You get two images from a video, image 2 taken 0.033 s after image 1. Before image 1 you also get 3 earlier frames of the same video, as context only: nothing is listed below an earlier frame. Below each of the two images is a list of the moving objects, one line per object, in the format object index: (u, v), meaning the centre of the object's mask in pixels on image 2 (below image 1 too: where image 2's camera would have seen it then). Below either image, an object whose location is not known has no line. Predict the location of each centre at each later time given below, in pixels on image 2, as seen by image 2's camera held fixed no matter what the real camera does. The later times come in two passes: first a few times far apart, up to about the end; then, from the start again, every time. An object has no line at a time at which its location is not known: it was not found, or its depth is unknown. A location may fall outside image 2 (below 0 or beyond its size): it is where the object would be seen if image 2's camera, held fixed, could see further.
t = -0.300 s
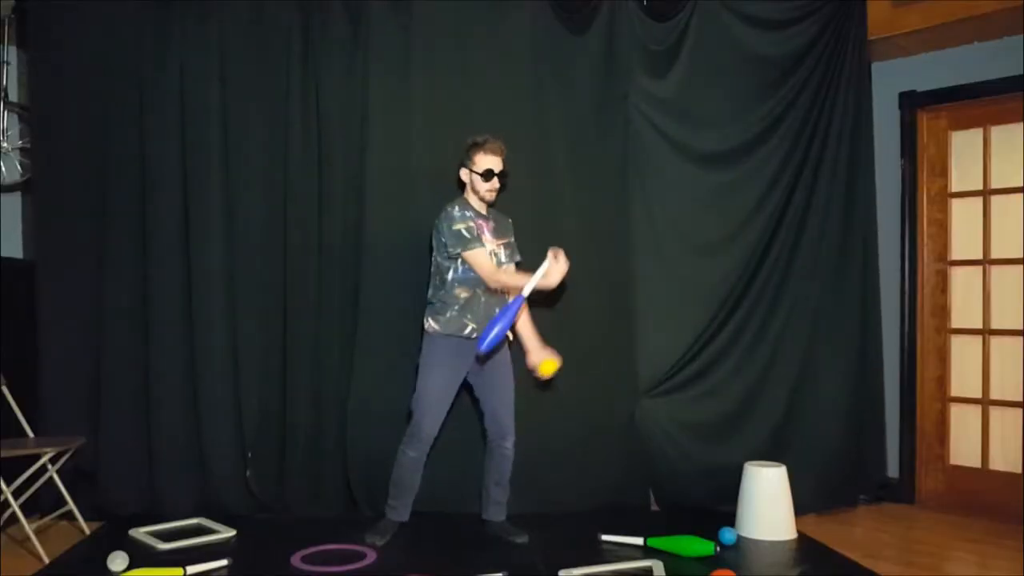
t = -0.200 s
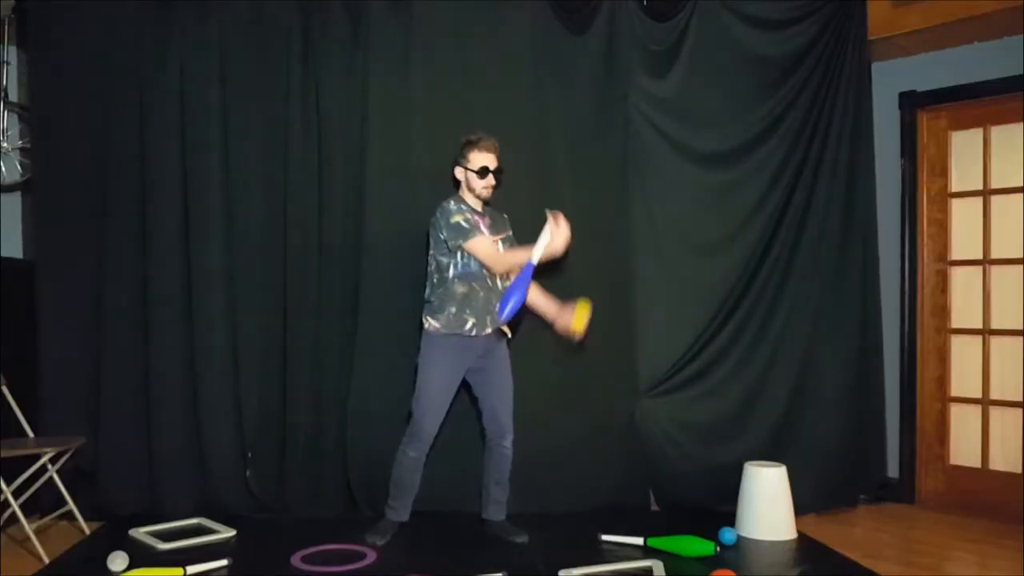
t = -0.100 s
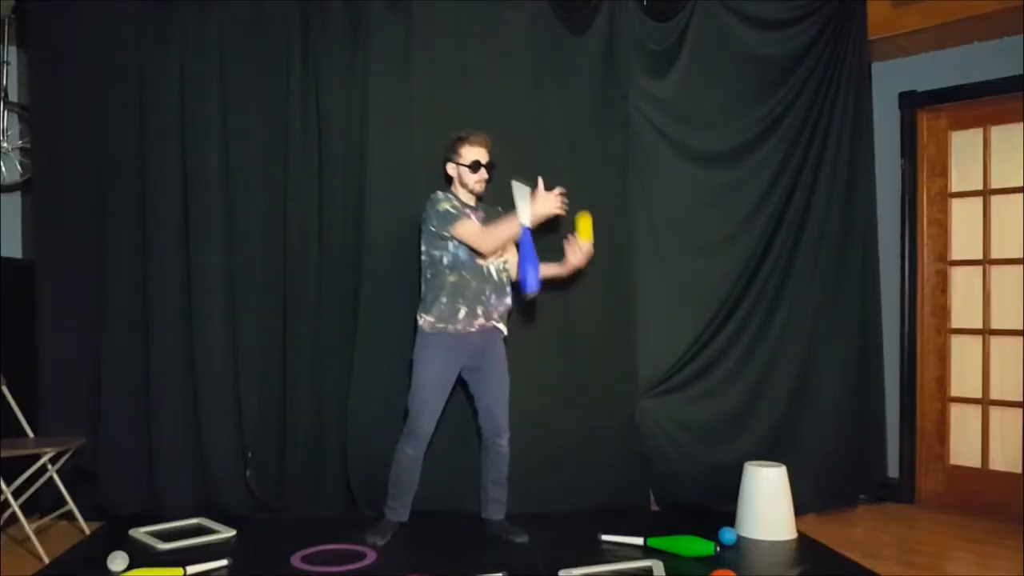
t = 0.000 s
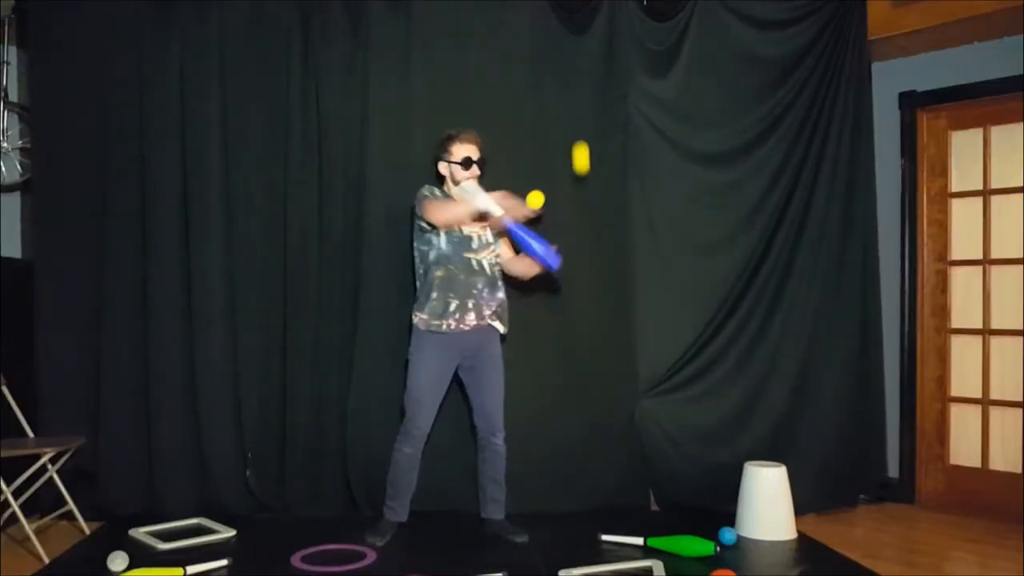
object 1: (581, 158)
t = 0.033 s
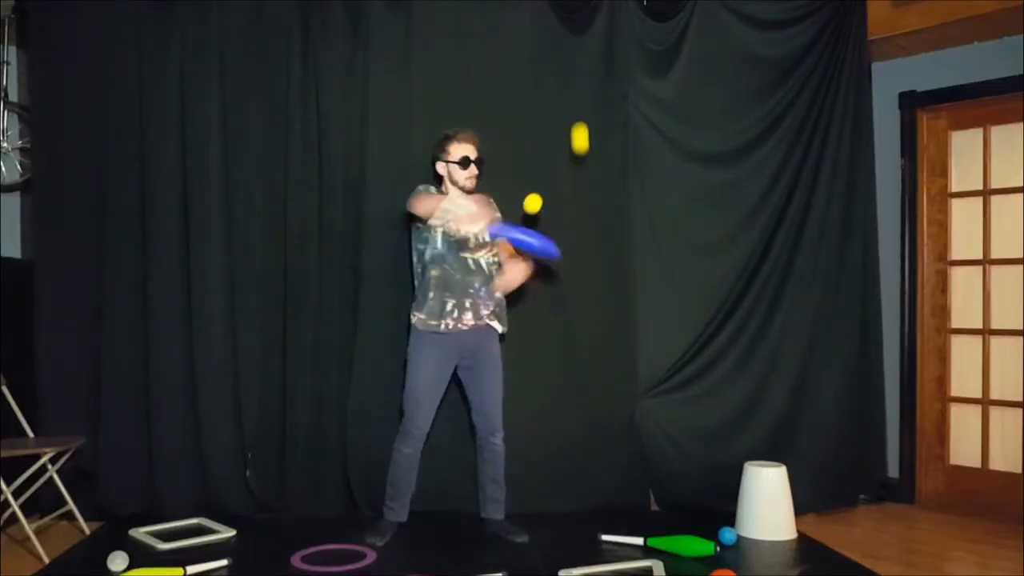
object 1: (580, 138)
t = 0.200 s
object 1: (574, 76)
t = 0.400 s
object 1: (565, 89)
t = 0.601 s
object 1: (554, 201)
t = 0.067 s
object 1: (578, 121)
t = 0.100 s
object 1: (577, 106)
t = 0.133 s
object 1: (577, 94)
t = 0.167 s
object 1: (575, 84)
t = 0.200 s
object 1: (574, 76)
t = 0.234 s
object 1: (573, 71)
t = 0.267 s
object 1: (571, 69)
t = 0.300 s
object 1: (570, 70)
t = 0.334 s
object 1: (568, 73)
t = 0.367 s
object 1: (567, 80)
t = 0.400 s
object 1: (565, 89)
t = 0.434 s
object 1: (563, 101)
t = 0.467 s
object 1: (561, 115)
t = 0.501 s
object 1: (560, 133)
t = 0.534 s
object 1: (558, 153)
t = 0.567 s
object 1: (556, 176)
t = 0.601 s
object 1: (554, 201)
